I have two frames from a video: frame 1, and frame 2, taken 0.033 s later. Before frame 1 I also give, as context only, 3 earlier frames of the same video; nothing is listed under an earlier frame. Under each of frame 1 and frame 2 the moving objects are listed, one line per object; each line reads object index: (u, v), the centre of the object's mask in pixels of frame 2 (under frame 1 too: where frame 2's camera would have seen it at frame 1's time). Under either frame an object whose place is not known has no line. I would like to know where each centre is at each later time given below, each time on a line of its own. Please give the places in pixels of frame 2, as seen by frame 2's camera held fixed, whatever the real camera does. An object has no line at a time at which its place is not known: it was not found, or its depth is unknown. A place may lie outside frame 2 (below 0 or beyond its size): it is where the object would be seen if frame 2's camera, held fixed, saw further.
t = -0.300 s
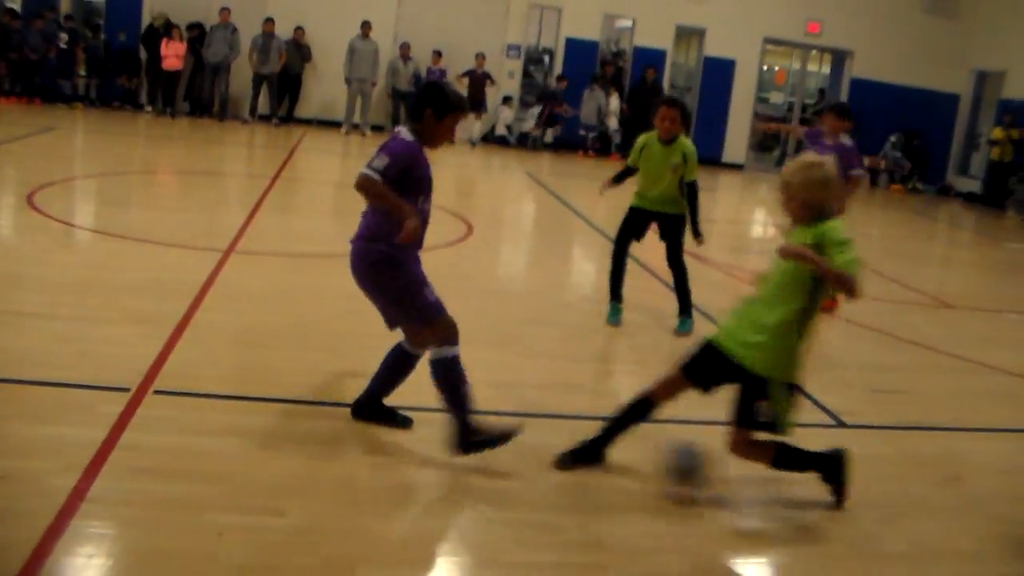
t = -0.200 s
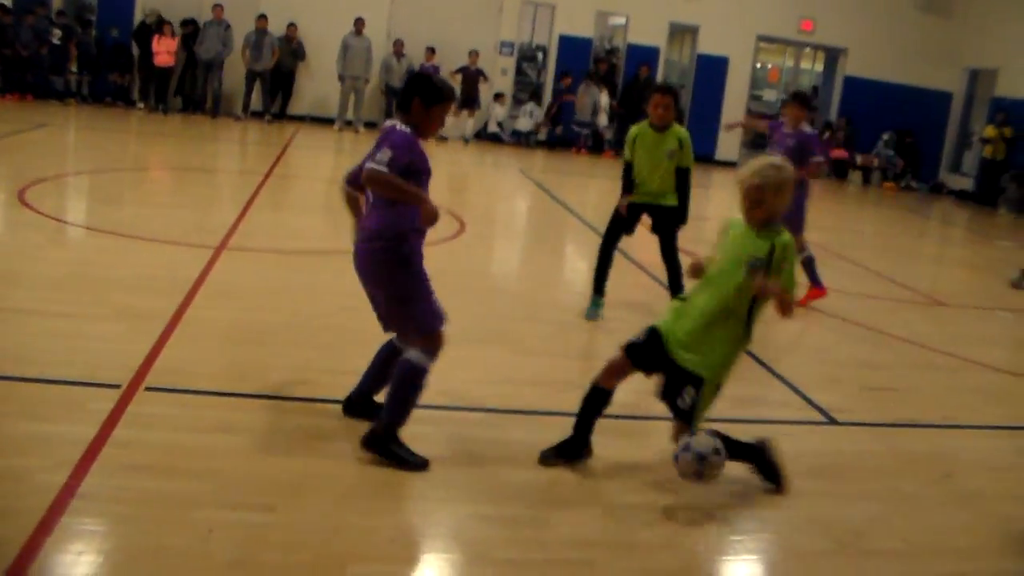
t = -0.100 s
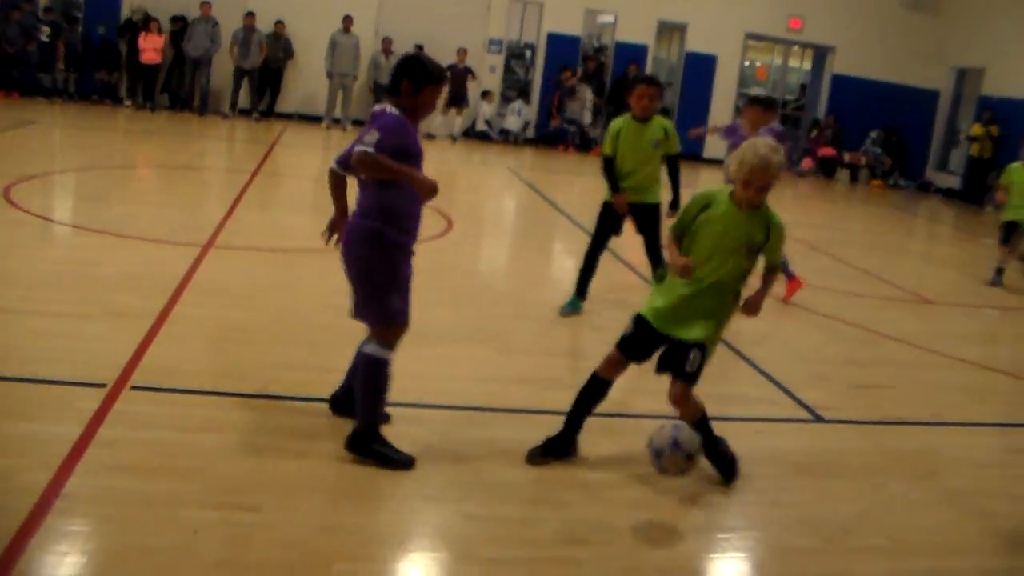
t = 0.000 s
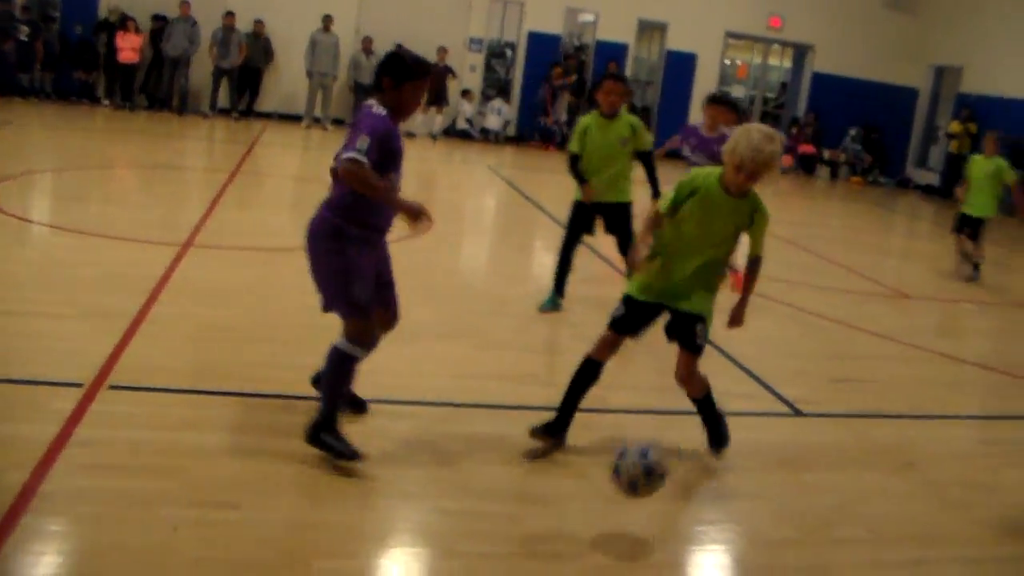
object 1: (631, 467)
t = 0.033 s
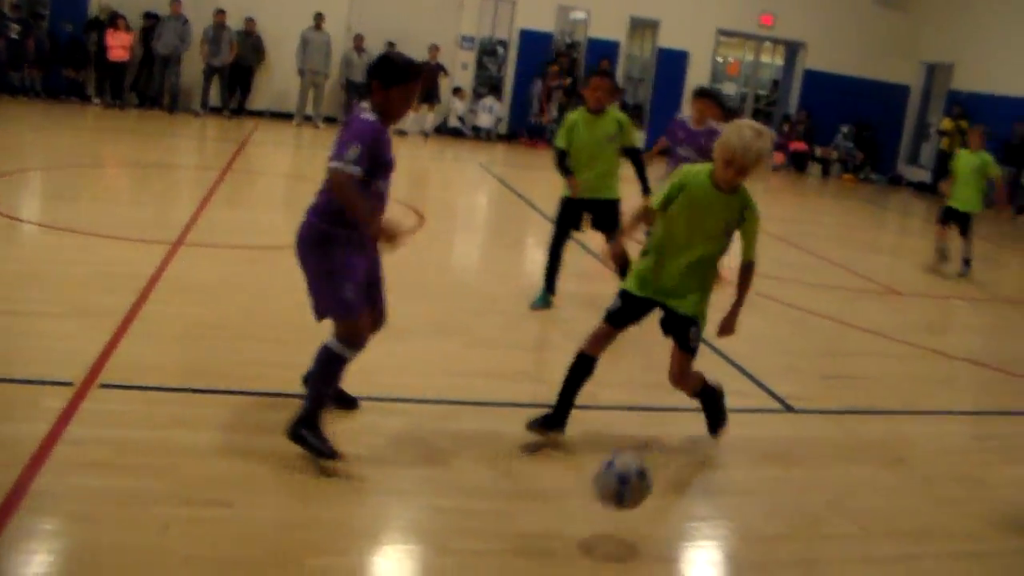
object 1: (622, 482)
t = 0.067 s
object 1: (616, 499)
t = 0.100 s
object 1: (606, 526)
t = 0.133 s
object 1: (600, 540)
